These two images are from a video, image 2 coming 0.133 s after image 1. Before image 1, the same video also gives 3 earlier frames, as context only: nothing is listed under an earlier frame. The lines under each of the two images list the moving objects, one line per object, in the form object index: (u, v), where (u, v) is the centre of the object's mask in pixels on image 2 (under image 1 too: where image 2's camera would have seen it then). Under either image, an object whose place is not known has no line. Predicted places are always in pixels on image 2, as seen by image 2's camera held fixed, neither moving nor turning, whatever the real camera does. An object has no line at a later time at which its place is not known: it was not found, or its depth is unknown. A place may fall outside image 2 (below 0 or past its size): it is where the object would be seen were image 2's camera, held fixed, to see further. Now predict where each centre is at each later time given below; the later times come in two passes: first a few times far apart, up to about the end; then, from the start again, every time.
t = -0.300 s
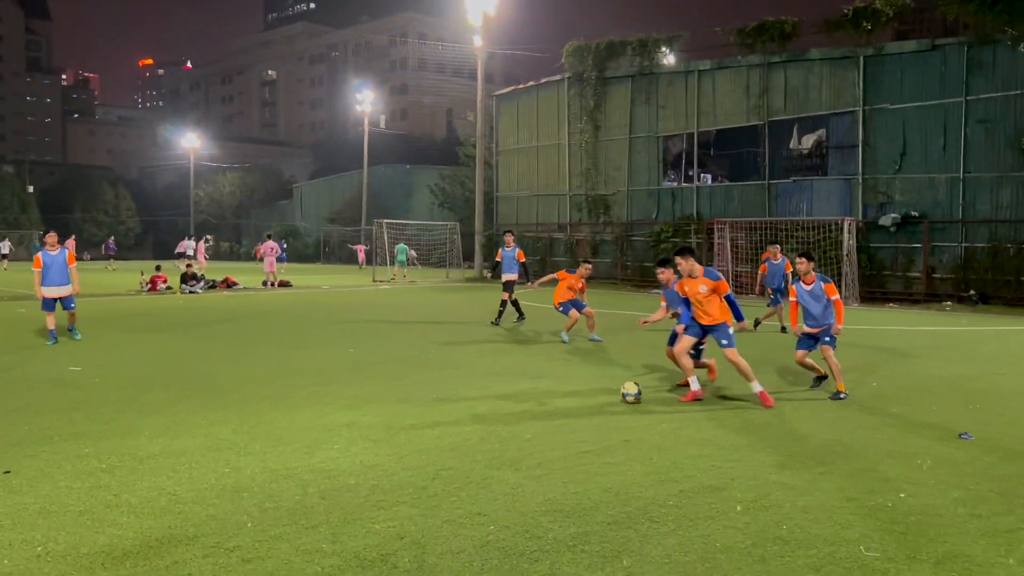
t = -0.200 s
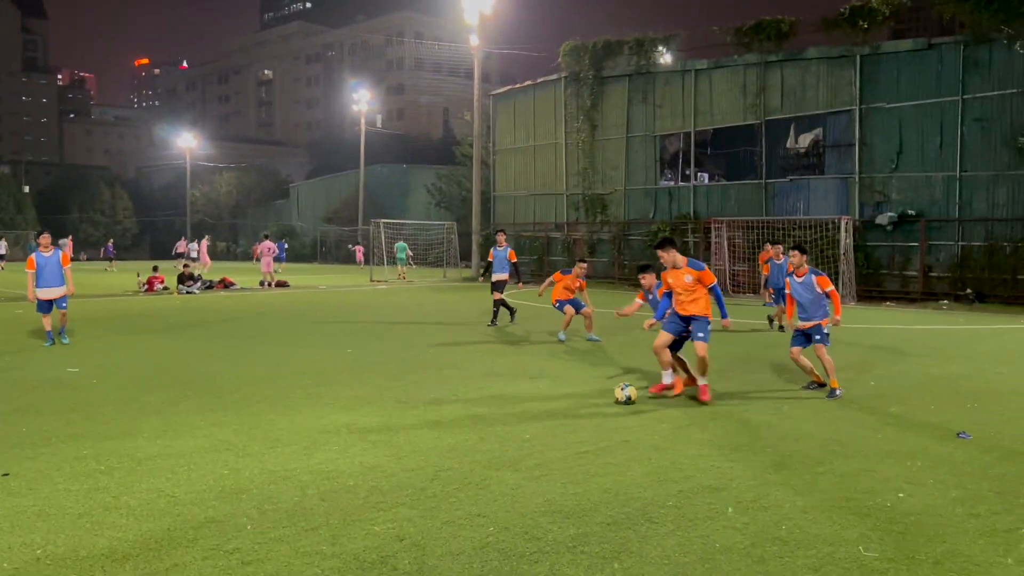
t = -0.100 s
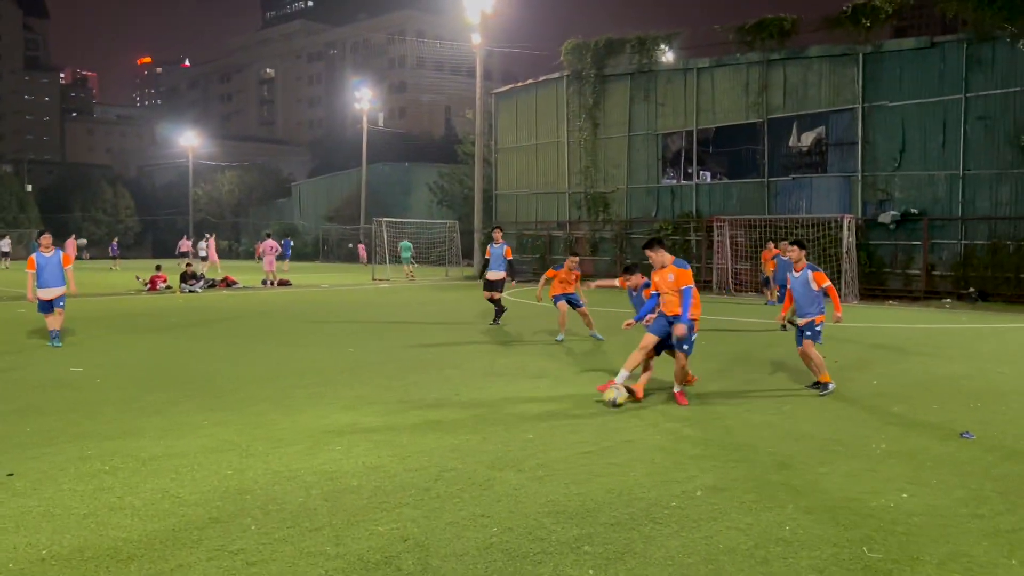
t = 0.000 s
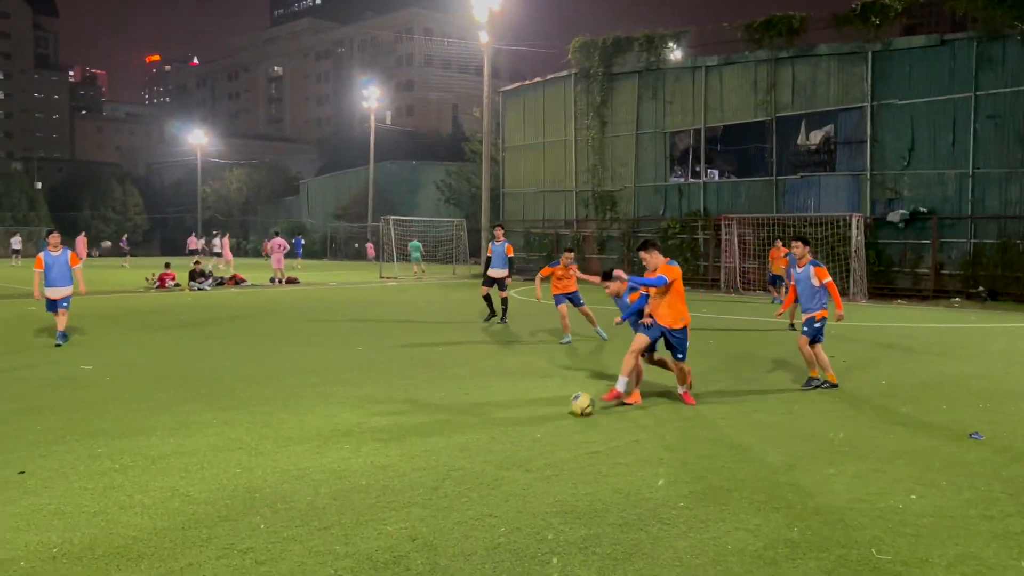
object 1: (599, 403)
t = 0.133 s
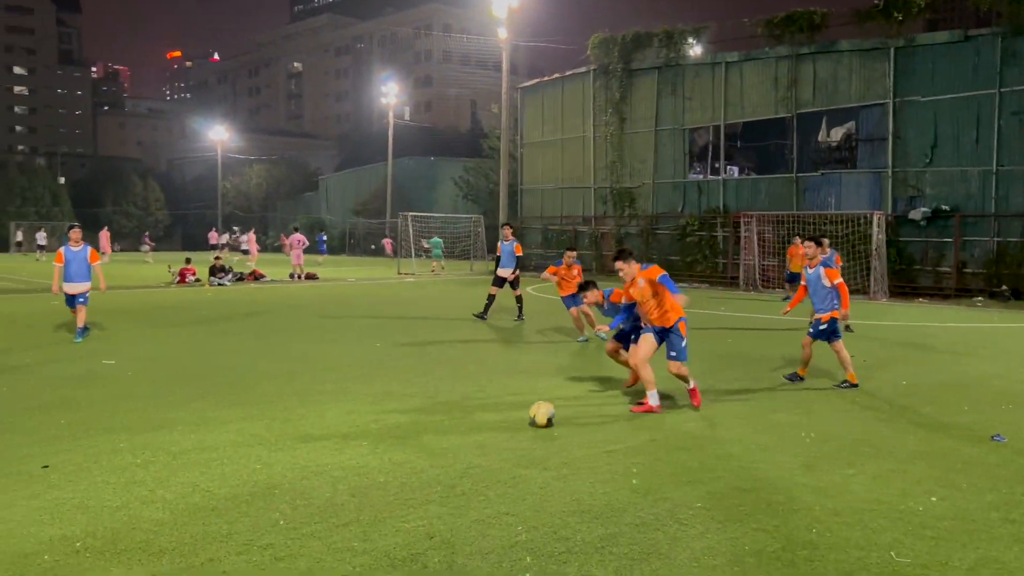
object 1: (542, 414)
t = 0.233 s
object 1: (497, 425)
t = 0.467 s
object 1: (378, 447)
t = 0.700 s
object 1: (232, 481)
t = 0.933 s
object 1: (41, 518)
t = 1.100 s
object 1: (-135, 561)
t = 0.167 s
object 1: (527, 418)
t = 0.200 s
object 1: (512, 421)
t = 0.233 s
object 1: (497, 425)
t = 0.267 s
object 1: (481, 427)
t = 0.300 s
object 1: (465, 431)
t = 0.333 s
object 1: (449, 432)
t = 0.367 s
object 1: (432, 436)
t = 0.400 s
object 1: (414, 441)
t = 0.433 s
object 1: (397, 444)
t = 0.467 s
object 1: (378, 447)
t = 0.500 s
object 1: (360, 450)
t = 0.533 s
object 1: (341, 456)
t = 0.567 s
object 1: (320, 462)
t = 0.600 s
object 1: (300, 464)
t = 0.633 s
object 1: (278, 466)
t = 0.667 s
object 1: (255, 474)
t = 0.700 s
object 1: (232, 481)
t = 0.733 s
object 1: (208, 482)
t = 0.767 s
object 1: (183, 482)
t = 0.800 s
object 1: (156, 486)
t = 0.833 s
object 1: (129, 494)
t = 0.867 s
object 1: (101, 502)
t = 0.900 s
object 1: (71, 515)
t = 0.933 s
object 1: (41, 518)
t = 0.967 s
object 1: (8, 521)
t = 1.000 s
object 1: (-23, 528)
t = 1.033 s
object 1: (-60, 537)
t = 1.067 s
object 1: (-97, 547)
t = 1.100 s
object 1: (-135, 561)
